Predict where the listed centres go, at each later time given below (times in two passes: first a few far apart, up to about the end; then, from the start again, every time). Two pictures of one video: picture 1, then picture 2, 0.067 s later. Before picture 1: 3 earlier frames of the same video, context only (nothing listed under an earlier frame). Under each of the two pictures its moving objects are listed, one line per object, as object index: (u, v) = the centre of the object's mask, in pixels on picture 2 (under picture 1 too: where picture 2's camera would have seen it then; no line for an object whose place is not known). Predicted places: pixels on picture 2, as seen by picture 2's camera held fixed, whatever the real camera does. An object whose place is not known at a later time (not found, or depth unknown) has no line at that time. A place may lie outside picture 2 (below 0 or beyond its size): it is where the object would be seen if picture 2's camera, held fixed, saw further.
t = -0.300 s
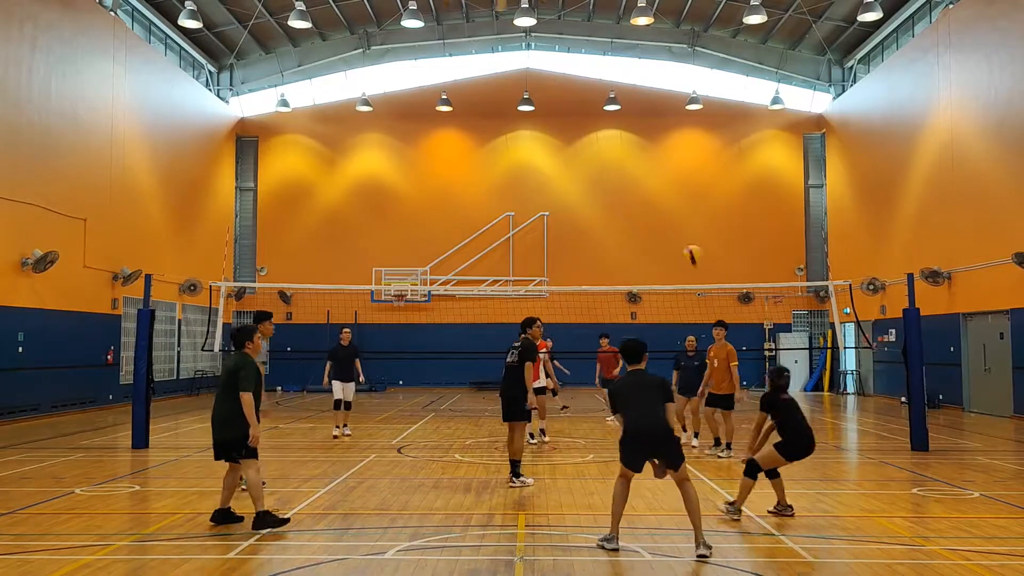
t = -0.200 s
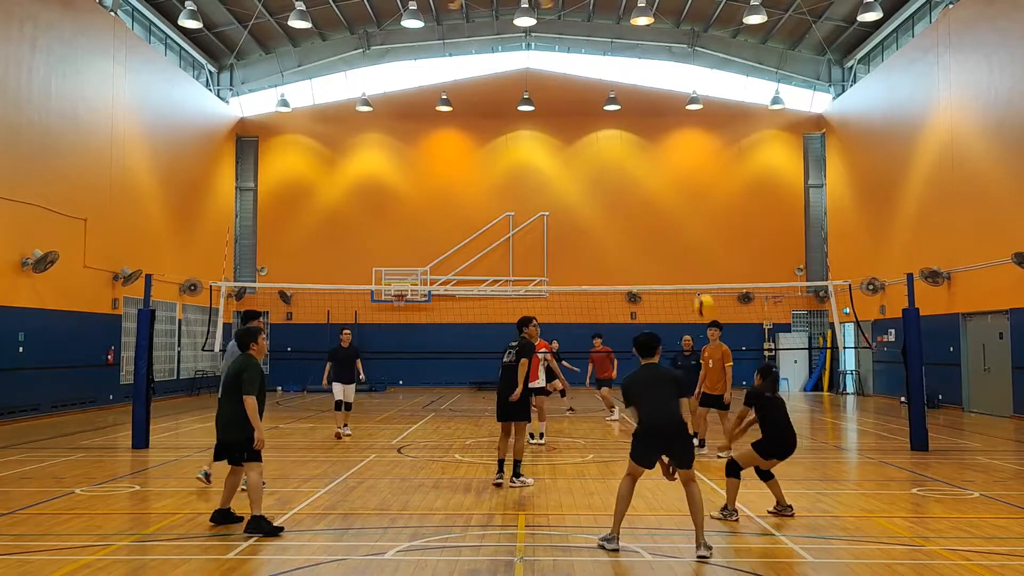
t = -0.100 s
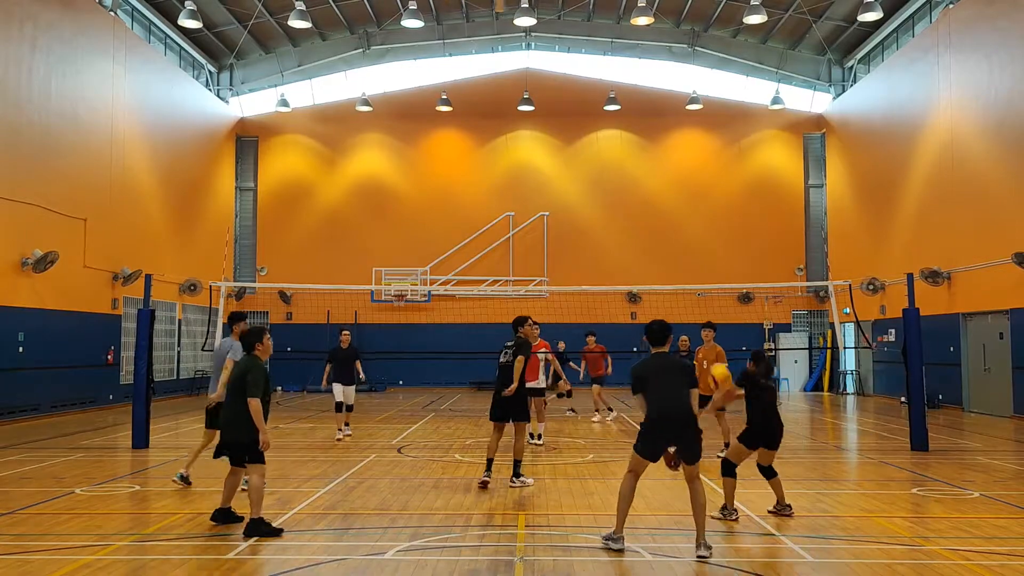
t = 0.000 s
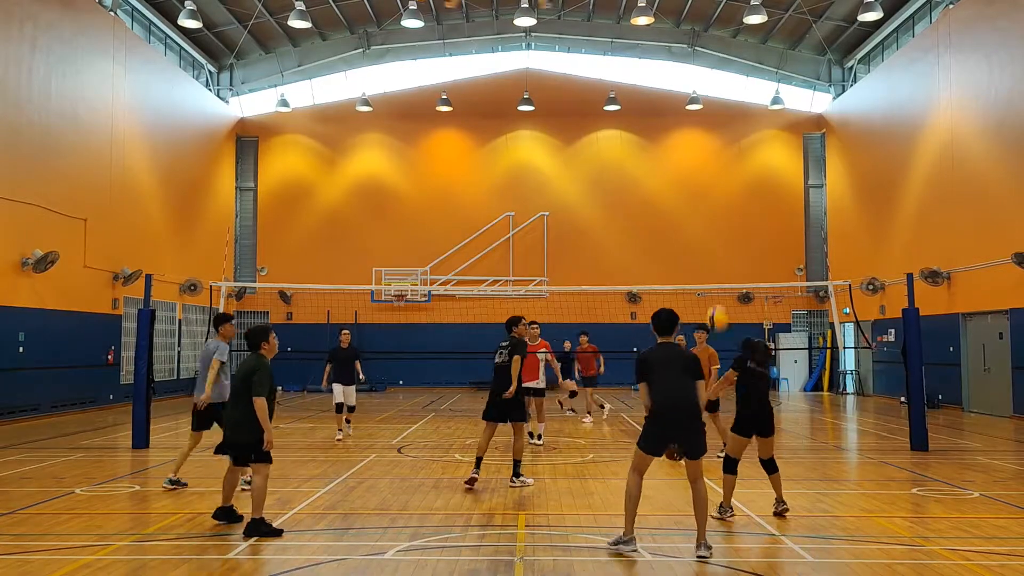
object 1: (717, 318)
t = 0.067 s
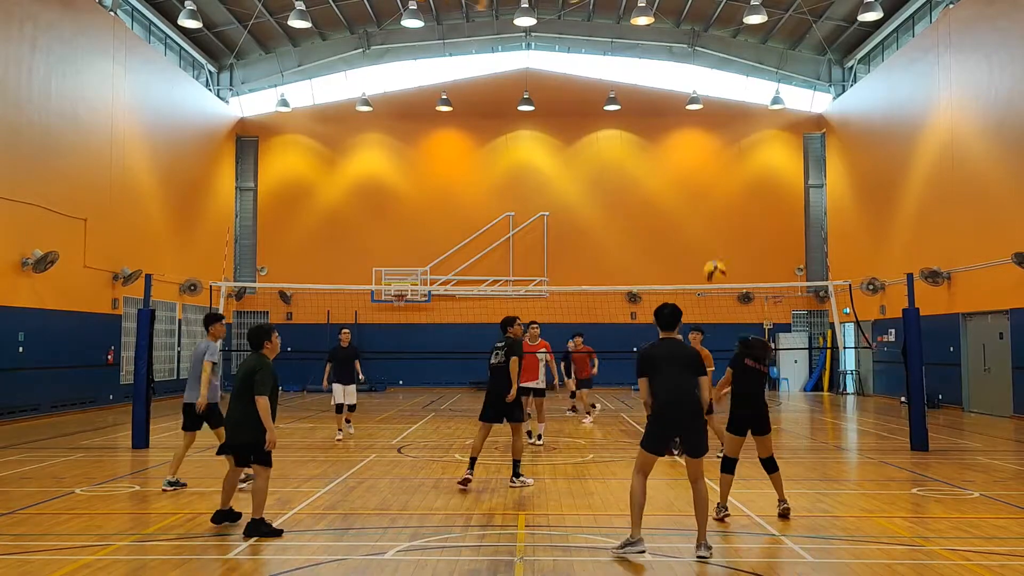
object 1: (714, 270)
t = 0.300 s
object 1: (707, 161)
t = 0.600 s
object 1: (699, 105)
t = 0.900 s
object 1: (694, 131)
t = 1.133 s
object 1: (691, 197)
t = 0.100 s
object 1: (714, 249)
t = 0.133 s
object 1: (712, 231)
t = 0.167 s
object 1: (711, 215)
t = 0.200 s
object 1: (709, 199)
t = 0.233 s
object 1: (709, 186)
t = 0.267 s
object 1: (707, 173)
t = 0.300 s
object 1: (707, 161)
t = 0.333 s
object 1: (706, 151)
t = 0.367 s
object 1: (705, 140)
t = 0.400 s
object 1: (704, 132)
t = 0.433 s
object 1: (703, 125)
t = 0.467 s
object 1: (702, 119)
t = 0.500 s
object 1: (702, 114)
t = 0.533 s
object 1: (701, 110)
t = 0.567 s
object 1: (700, 107)
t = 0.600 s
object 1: (699, 105)
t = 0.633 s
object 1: (699, 105)
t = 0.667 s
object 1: (698, 105)
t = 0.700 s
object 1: (697, 106)
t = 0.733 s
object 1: (696, 108)
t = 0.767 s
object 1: (696, 110)
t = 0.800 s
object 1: (696, 114)
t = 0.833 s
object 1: (694, 119)
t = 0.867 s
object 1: (694, 125)
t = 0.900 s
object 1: (694, 131)
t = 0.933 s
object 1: (693, 138)
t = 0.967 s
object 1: (692, 147)
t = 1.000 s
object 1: (692, 157)
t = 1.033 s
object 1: (691, 166)
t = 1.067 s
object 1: (691, 176)
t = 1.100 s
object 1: (691, 186)
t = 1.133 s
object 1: (691, 197)
